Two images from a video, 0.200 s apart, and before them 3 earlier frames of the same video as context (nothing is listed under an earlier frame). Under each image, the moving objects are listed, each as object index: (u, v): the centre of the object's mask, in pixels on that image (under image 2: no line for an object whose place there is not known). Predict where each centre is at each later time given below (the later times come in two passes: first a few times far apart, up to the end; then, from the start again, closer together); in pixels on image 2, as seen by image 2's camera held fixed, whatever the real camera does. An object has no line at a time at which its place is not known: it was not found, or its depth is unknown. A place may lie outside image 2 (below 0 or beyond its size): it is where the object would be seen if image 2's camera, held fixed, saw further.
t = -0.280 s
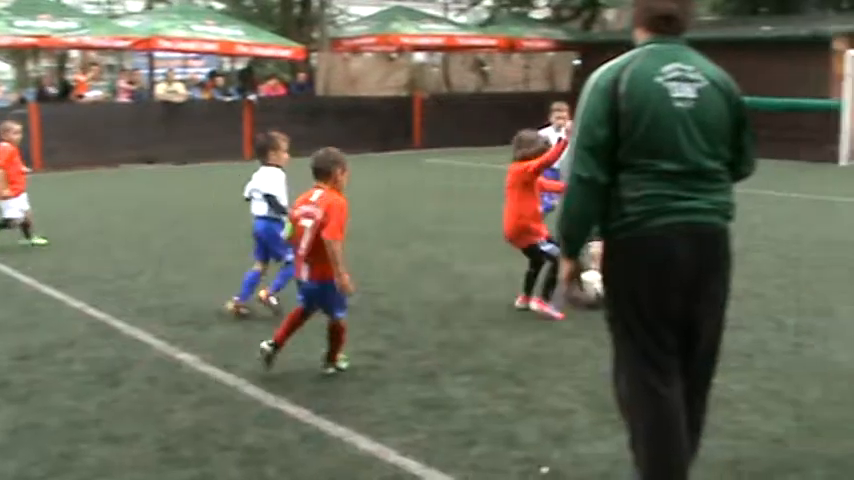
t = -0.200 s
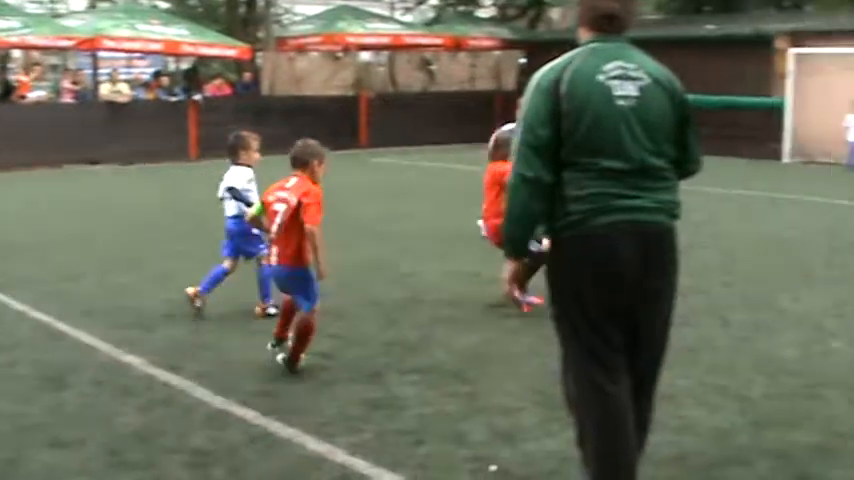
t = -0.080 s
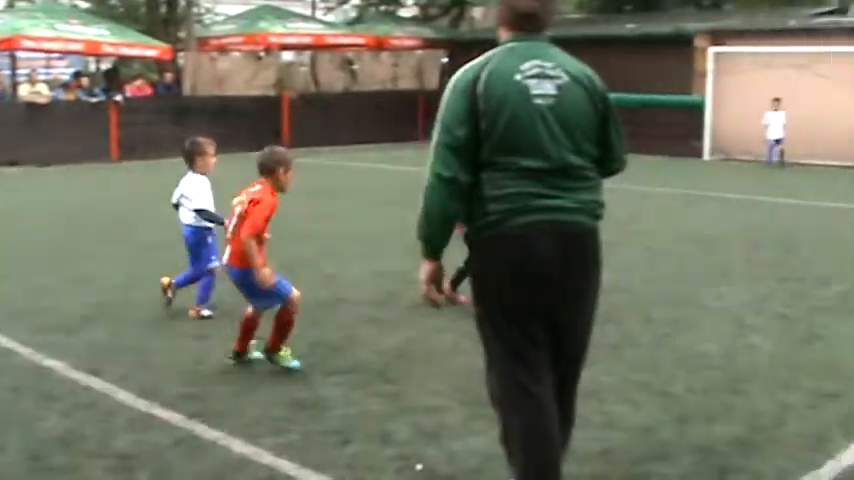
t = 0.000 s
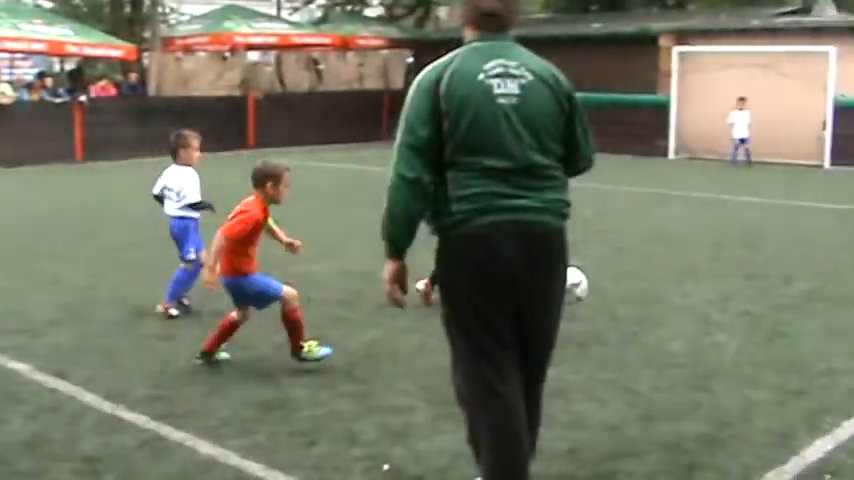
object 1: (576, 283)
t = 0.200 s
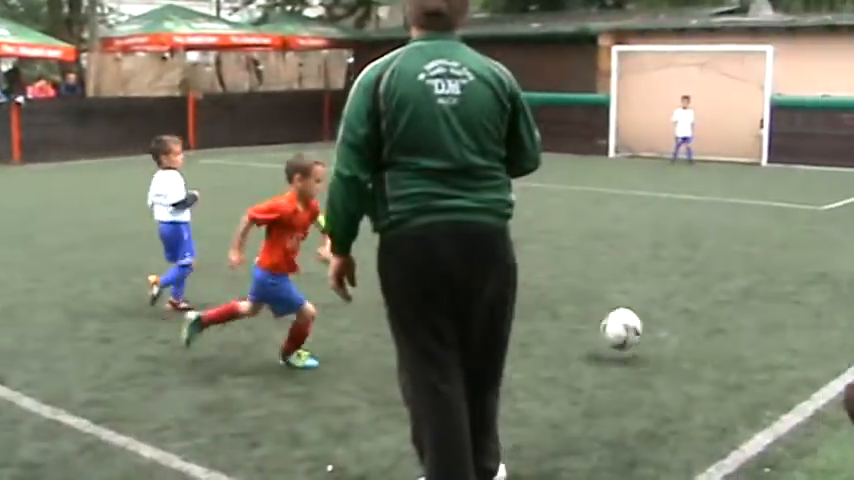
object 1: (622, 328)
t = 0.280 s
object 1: (657, 317)
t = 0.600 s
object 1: (802, 334)
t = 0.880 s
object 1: (909, 335)
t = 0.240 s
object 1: (639, 321)
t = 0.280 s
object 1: (657, 317)
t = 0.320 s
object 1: (676, 315)
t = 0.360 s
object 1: (695, 317)
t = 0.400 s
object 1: (715, 322)
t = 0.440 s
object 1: (735, 330)
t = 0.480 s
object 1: (753, 342)
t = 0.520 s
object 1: (770, 347)
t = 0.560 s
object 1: (786, 340)
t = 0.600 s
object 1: (802, 334)
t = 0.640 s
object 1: (817, 329)
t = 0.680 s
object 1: (833, 329)
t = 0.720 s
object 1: (849, 331)
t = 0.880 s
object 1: (909, 335)
